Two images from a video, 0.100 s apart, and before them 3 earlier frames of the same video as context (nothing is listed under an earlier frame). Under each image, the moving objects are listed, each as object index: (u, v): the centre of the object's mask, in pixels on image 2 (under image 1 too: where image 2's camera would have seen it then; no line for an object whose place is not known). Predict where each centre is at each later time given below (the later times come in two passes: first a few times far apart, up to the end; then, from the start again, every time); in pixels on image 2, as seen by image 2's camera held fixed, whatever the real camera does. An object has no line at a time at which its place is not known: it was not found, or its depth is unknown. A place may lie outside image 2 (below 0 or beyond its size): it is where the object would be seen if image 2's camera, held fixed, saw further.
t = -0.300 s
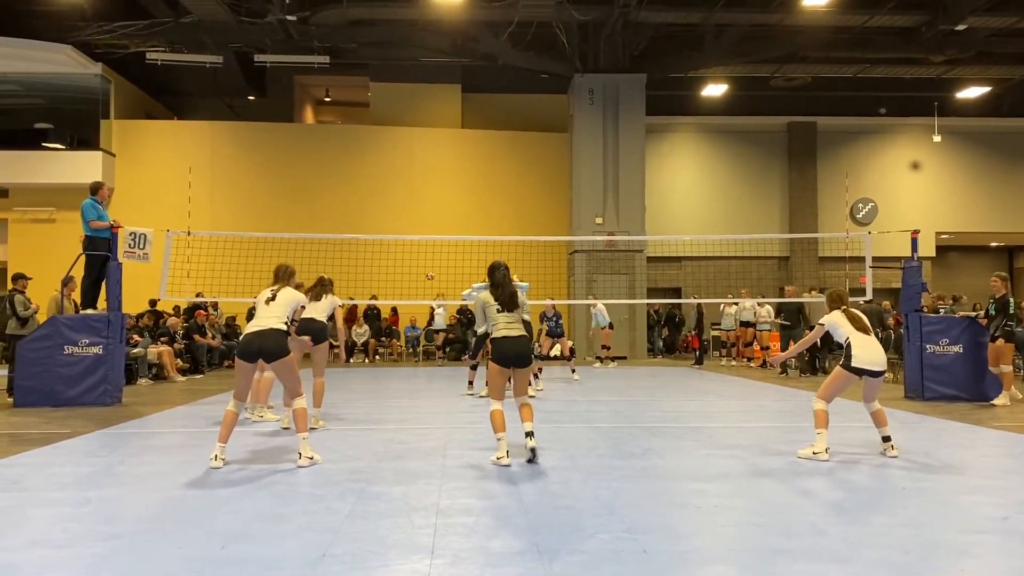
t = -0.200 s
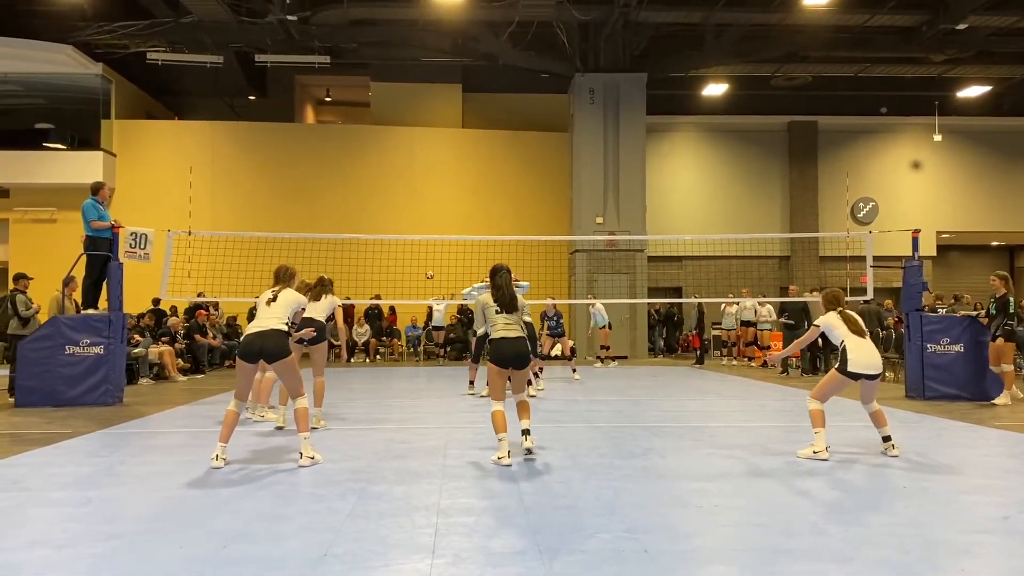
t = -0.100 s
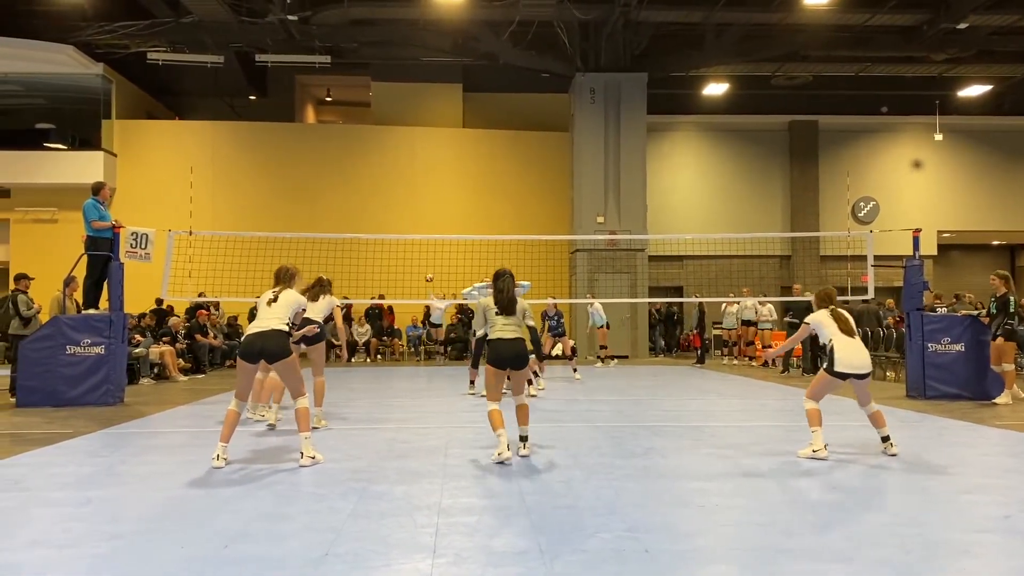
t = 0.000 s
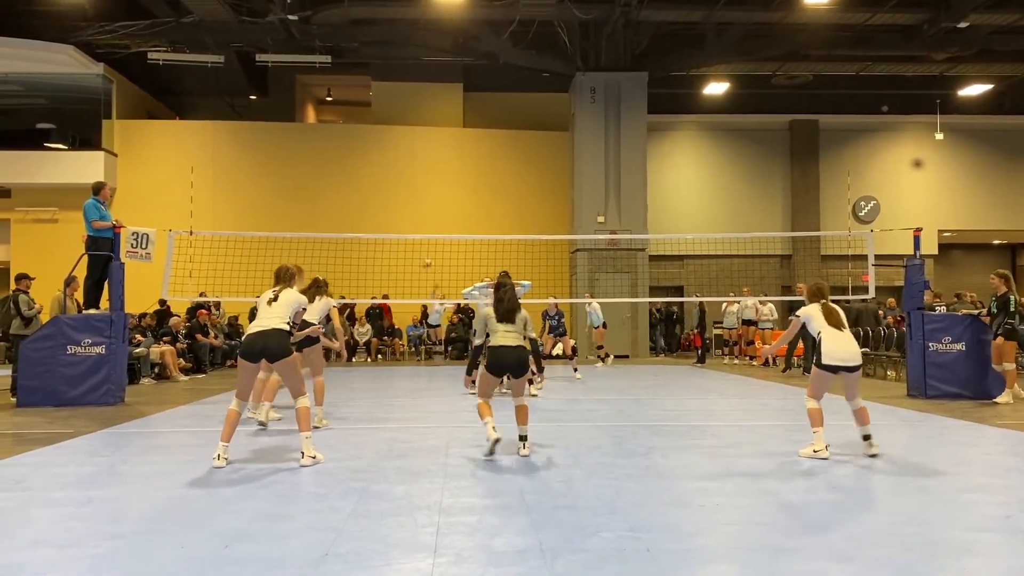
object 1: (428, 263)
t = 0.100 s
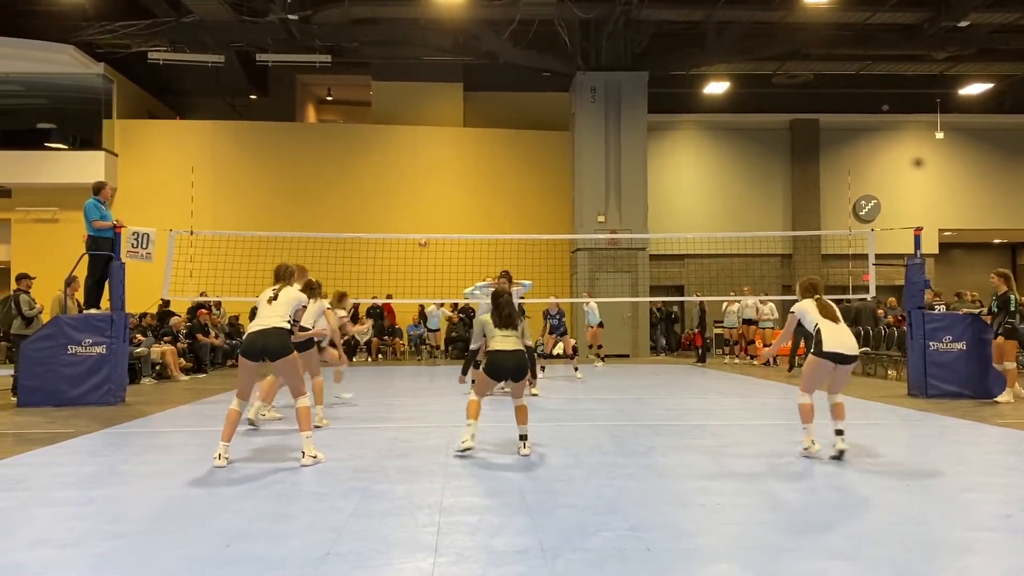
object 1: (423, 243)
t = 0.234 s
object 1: (416, 218)
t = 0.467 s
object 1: (399, 181)
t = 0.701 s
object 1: (374, 173)
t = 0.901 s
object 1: (341, 200)
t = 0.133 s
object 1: (422, 237)
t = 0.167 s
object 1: (420, 230)
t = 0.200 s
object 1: (418, 224)
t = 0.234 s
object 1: (416, 218)
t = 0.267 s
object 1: (414, 212)
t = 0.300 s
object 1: (413, 206)
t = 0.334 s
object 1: (411, 200)
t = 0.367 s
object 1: (409, 195)
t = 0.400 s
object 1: (405, 189)
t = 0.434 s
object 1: (402, 185)
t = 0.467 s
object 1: (399, 181)
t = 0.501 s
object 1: (396, 177)
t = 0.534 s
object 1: (392, 175)
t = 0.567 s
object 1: (389, 173)
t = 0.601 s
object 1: (385, 172)
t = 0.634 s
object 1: (382, 172)
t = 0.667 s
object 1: (378, 172)
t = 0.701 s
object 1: (374, 173)
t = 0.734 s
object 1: (370, 175)
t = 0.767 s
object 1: (365, 178)
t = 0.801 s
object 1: (361, 181)
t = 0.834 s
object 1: (355, 186)
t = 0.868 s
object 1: (348, 192)
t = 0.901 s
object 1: (341, 200)
